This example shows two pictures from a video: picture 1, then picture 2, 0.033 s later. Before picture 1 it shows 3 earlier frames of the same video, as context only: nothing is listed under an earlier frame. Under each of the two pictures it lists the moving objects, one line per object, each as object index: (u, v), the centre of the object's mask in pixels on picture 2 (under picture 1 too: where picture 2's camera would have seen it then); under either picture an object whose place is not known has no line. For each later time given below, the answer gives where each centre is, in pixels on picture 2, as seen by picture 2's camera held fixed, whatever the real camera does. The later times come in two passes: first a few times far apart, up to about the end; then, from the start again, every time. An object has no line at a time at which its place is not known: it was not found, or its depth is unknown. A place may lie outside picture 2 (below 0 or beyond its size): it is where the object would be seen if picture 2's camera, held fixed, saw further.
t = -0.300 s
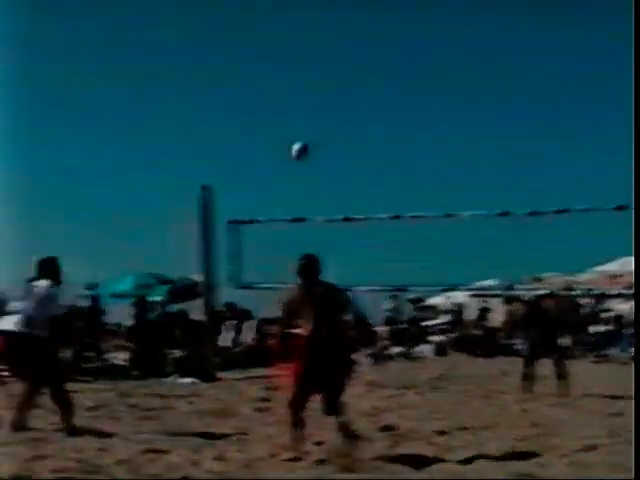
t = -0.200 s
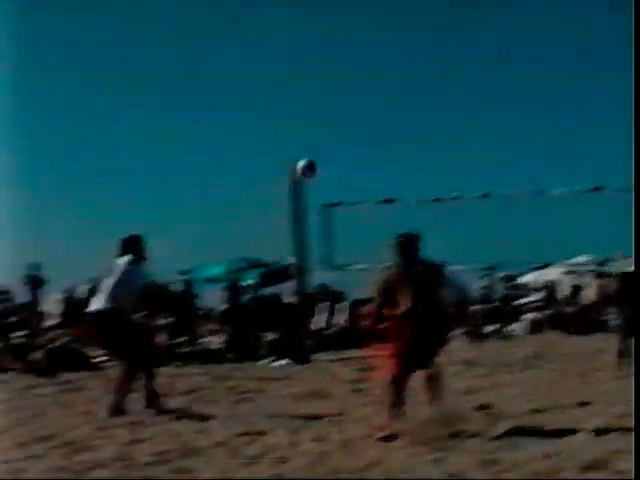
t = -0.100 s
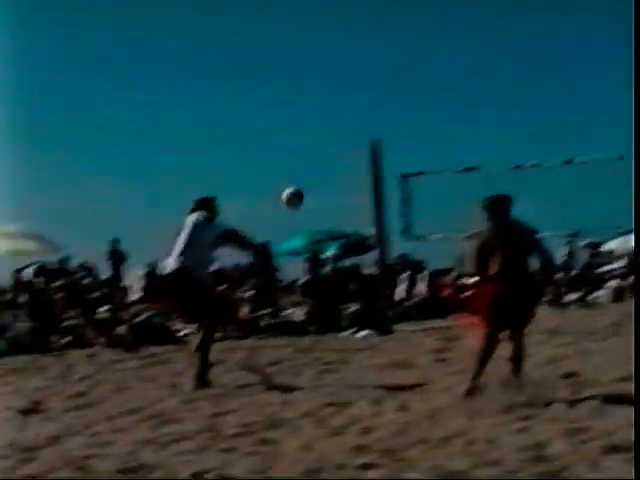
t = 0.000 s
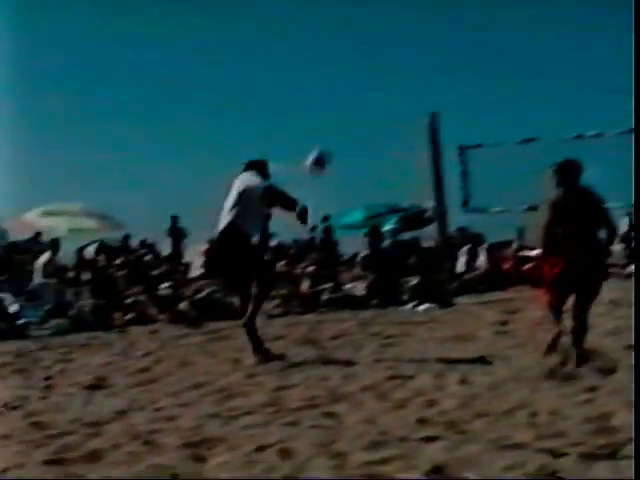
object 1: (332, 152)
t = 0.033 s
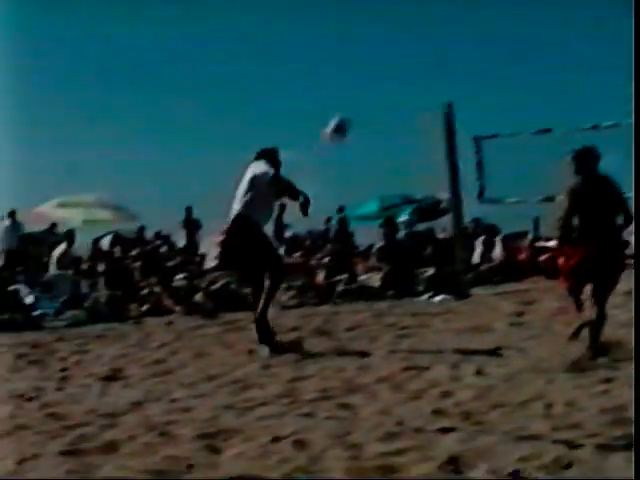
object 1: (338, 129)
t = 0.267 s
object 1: (371, 11)
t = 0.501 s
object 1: (404, -45)
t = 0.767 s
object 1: (439, -40)
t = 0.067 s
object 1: (344, 106)
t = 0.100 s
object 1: (349, 88)
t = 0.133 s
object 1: (353, 70)
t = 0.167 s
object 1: (358, 53)
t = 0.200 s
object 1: (362, 38)
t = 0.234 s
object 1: (367, 24)
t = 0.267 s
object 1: (371, 11)
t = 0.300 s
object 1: (376, -1)
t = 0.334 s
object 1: (380, -12)
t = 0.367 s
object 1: (385, -21)
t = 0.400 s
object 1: (389, -28)
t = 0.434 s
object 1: (394, -35)
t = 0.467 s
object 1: (398, -40)
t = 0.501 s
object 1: (404, -45)
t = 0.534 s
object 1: (408, -48)
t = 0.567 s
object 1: (412, -50)
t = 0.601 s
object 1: (414, -51)
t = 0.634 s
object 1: (422, -51)
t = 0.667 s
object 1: (426, -50)
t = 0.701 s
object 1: (430, -48)
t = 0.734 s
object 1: (434, -45)
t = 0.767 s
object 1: (439, -40)
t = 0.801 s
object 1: (443, -35)
